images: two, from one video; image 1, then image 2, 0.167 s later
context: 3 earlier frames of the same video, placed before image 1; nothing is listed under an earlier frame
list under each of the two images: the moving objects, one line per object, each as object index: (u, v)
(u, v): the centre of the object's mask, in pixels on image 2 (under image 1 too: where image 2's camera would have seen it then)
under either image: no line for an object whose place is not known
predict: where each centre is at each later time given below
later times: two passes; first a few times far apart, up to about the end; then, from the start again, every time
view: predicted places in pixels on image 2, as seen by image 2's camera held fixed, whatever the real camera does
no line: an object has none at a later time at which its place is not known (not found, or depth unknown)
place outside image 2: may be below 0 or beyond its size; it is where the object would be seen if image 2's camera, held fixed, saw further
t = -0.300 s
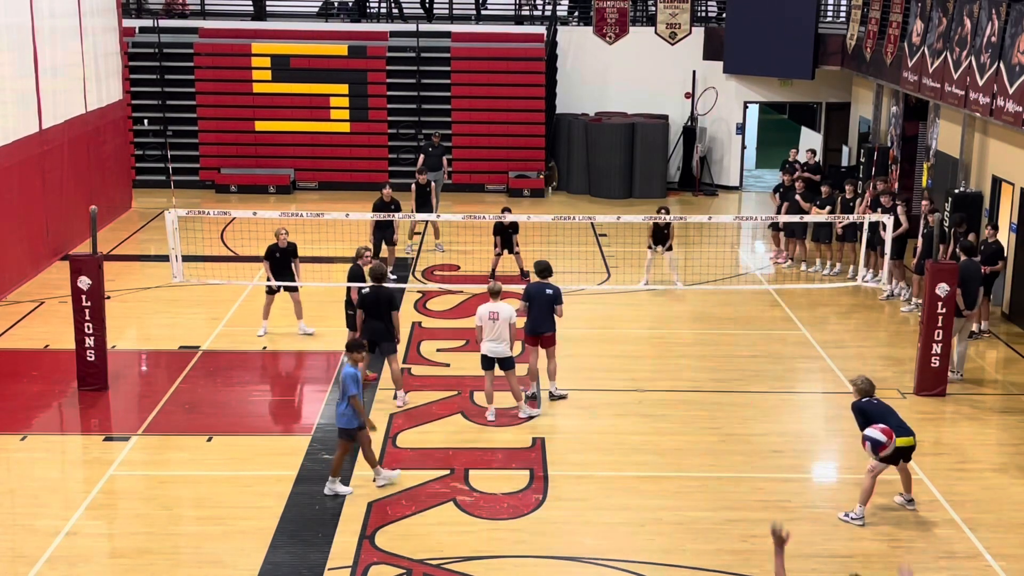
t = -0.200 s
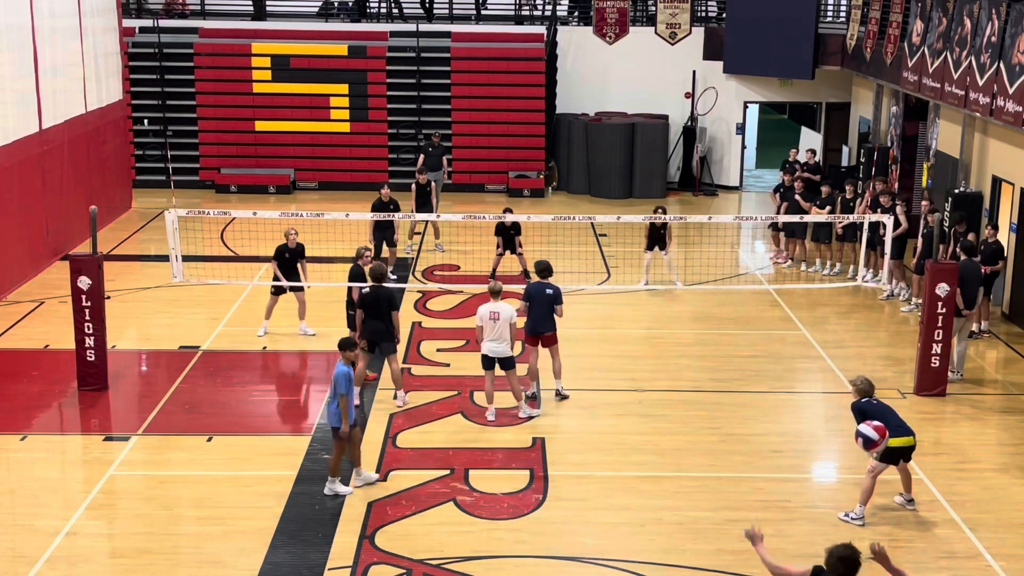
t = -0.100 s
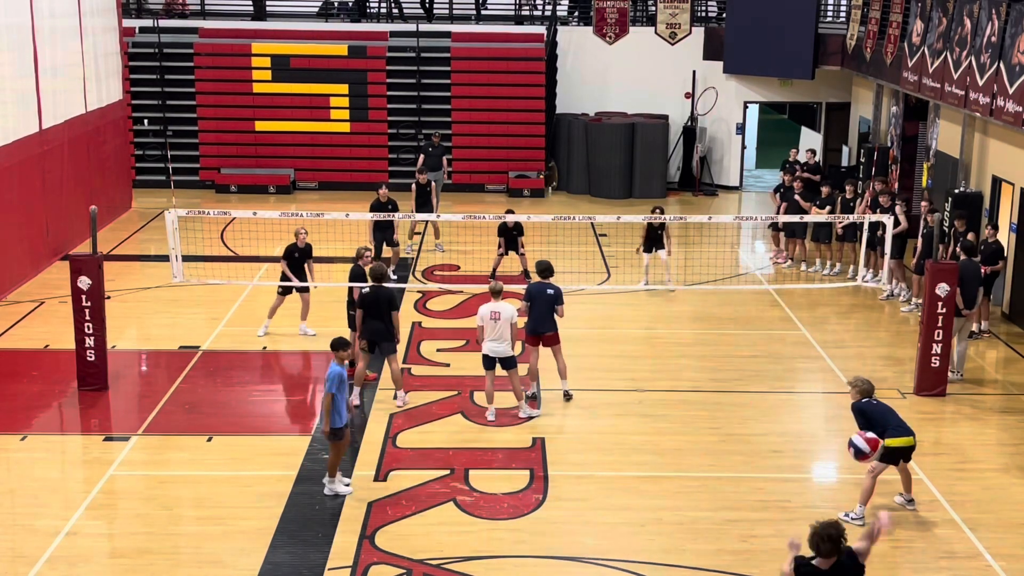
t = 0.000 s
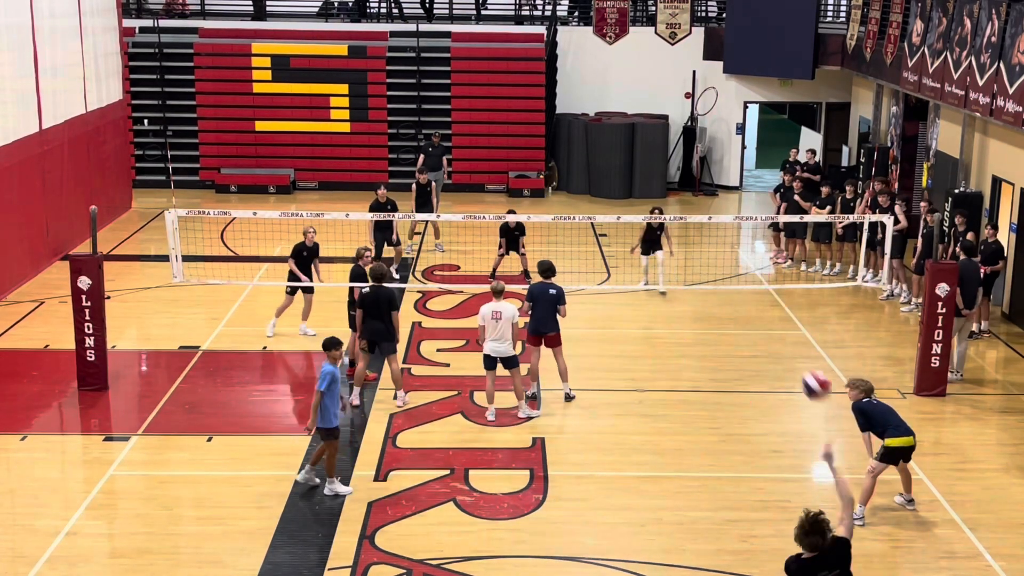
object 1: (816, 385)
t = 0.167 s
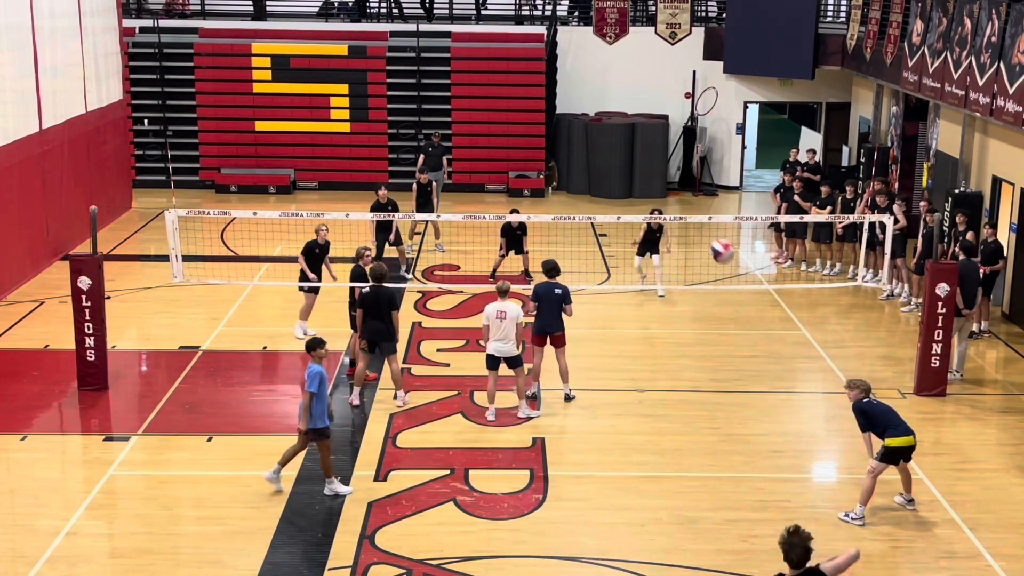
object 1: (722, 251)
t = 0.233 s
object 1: (693, 220)
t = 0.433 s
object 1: (623, 175)
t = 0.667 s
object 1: (559, 171)
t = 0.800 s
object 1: (528, 184)
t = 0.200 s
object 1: (707, 234)
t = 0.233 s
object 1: (693, 220)
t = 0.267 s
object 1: (680, 207)
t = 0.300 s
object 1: (668, 198)
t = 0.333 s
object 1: (656, 190)
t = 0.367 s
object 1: (645, 184)
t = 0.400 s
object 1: (634, 179)
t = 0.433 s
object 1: (623, 175)
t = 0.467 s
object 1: (613, 172)
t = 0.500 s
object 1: (603, 170)
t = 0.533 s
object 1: (593, 169)
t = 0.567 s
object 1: (584, 168)
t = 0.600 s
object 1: (575, 168)
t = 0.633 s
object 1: (567, 169)
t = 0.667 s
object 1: (559, 171)
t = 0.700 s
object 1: (551, 173)
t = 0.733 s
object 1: (543, 176)
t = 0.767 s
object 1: (536, 179)
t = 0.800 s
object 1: (528, 184)
